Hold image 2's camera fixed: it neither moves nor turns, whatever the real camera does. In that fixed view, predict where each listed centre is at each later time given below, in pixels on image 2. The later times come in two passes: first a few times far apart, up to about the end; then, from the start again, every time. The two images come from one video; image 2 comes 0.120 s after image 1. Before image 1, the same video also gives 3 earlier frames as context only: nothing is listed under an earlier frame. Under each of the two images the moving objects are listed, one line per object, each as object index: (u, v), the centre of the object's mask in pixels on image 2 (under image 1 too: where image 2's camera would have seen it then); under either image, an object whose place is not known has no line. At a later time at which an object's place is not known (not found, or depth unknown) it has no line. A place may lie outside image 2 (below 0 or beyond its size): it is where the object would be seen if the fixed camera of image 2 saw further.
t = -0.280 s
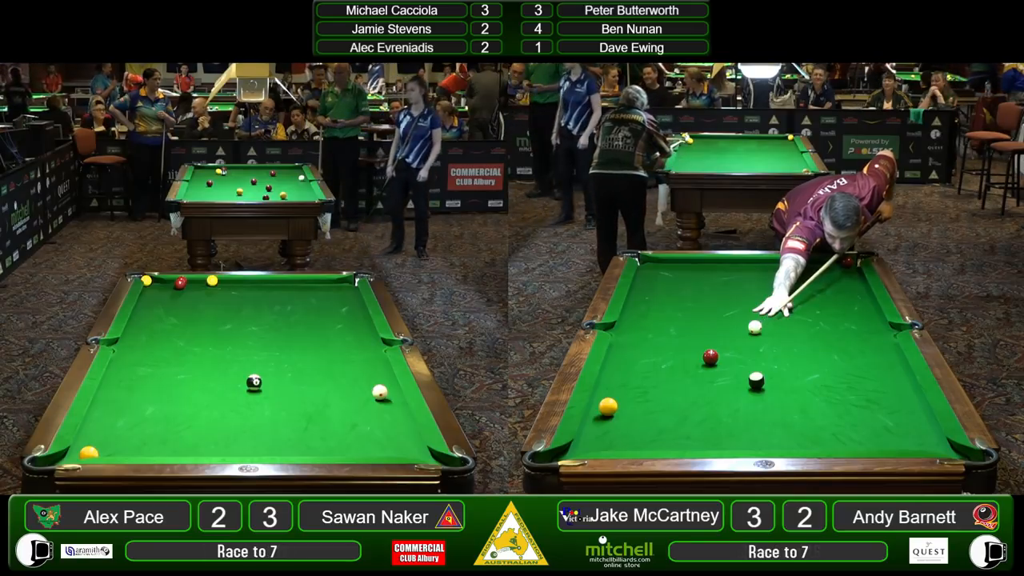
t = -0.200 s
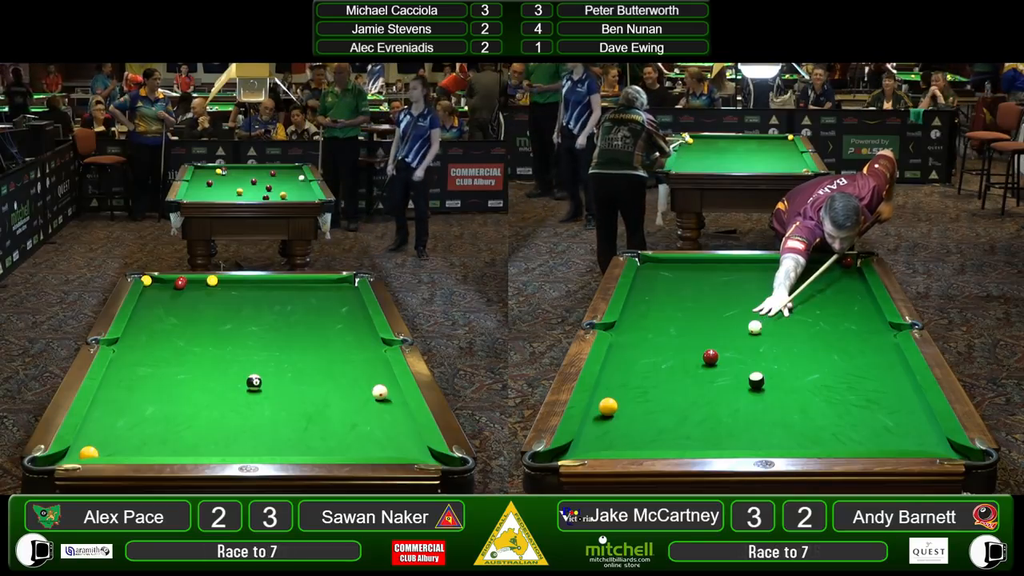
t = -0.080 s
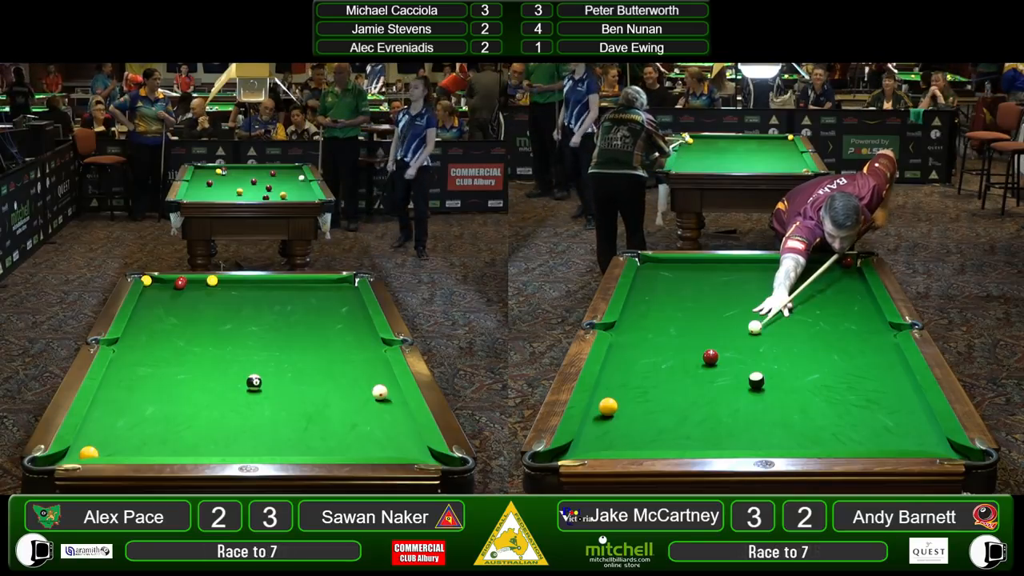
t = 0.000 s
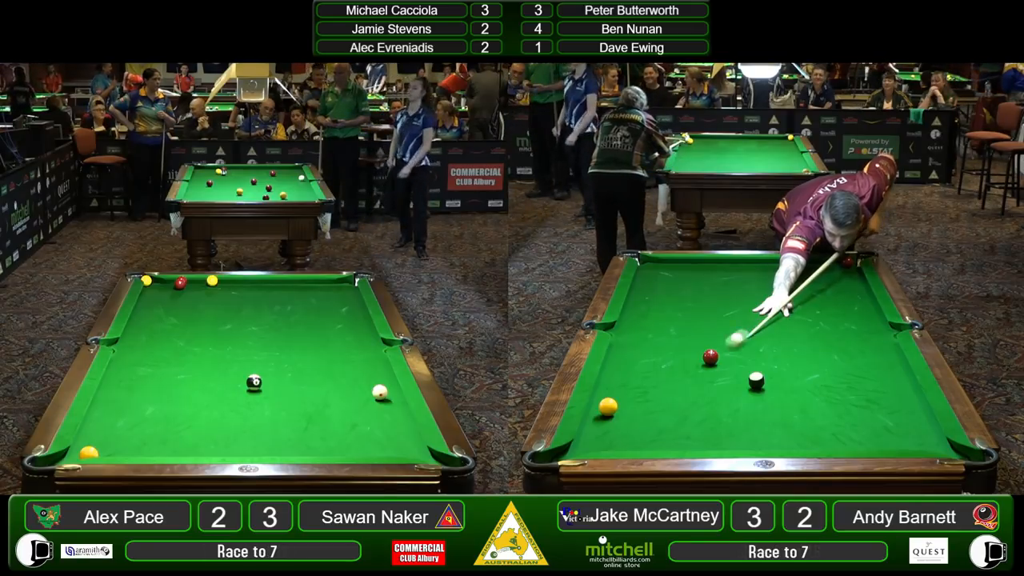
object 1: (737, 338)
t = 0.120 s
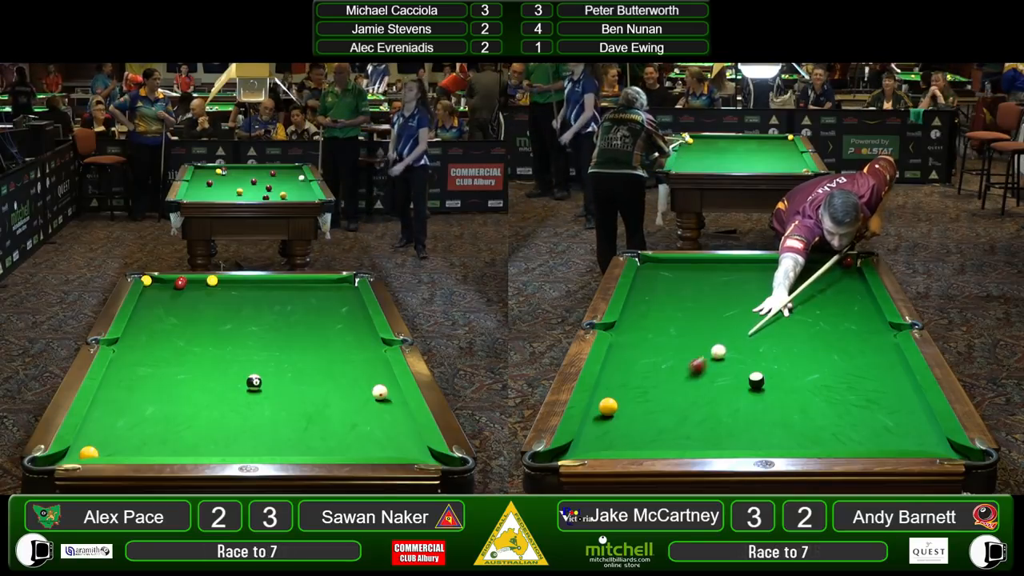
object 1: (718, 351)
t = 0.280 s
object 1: (724, 346)
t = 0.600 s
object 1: (735, 337)
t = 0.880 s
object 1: (743, 329)
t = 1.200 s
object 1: (751, 323)
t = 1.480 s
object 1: (756, 318)
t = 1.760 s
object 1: (761, 313)
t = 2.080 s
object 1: (766, 309)
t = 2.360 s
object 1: (769, 306)
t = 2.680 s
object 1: (772, 304)
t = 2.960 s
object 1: (774, 302)
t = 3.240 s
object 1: (774, 302)
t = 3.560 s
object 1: (773, 301)
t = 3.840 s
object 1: (774, 301)
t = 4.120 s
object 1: (774, 301)
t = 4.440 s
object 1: (774, 301)
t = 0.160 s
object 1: (720, 350)
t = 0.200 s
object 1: (721, 349)
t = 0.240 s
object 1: (723, 348)
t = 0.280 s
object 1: (724, 346)
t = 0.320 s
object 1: (726, 345)
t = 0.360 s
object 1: (727, 344)
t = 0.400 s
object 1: (729, 342)
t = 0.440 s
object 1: (730, 341)
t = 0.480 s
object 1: (731, 340)
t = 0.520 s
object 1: (733, 339)
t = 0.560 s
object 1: (734, 338)
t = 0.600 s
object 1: (735, 337)
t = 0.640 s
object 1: (736, 335)
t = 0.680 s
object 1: (737, 334)
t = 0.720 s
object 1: (738, 333)
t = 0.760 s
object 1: (740, 332)
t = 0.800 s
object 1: (741, 331)
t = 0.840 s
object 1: (742, 330)
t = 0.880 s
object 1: (743, 329)
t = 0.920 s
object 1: (744, 329)
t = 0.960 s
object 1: (745, 328)
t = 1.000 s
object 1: (746, 327)
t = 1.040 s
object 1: (747, 326)
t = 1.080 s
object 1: (748, 325)
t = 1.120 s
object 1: (749, 324)
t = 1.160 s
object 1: (750, 324)
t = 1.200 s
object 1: (751, 323)
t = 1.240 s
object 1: (752, 322)
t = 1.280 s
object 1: (753, 321)
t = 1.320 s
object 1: (753, 320)
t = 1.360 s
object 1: (754, 320)
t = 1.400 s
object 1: (755, 319)
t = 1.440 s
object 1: (756, 318)
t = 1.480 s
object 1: (756, 318)
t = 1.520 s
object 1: (757, 317)
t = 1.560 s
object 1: (758, 316)
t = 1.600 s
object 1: (759, 316)
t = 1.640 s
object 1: (760, 315)
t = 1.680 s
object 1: (760, 314)
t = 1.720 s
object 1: (761, 314)
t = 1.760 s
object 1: (761, 313)
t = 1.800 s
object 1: (762, 313)
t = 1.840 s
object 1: (763, 312)
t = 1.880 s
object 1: (763, 311)
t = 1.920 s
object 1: (764, 311)
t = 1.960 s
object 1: (764, 310)
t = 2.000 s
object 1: (765, 310)
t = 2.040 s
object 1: (765, 310)
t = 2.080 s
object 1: (766, 309)
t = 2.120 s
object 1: (767, 309)
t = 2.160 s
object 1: (767, 308)
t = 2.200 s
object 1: (767, 308)
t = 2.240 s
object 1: (768, 307)
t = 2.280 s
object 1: (768, 307)
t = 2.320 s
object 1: (769, 307)
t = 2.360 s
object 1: (769, 306)
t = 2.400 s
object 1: (770, 306)
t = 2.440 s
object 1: (770, 306)
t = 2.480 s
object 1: (770, 305)
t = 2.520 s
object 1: (771, 305)
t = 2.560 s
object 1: (771, 305)
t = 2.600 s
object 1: (771, 304)
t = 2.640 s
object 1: (772, 304)
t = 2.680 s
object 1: (772, 304)
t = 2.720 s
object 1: (772, 304)
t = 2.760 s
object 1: (773, 303)
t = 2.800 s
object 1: (773, 303)
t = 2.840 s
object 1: (773, 303)
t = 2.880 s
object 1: (773, 303)
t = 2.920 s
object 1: (773, 302)
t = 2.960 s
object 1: (774, 302)
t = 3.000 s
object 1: (774, 302)
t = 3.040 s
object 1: (774, 302)
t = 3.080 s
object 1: (774, 302)
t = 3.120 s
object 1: (774, 302)
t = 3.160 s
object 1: (774, 302)
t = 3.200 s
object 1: (774, 302)
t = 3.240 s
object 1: (774, 302)
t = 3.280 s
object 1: (774, 301)
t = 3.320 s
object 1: (774, 301)
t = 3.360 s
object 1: (774, 301)
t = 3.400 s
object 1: (774, 301)
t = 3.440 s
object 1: (774, 301)
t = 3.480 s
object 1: (774, 301)
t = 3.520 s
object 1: (774, 301)
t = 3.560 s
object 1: (773, 301)
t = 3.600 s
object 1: (774, 301)
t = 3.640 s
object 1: (774, 301)
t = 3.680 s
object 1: (773, 301)
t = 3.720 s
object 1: (773, 301)
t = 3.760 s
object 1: (774, 301)
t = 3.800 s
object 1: (774, 301)
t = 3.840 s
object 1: (774, 301)
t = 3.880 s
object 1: (774, 301)
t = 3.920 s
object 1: (774, 301)
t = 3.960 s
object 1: (774, 301)
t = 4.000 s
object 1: (774, 301)
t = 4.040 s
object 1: (774, 301)
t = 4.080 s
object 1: (774, 301)
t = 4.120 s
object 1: (774, 301)
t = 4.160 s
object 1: (774, 301)
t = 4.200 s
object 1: (774, 301)
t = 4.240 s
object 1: (774, 301)
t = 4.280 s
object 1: (774, 301)
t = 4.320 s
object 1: (774, 301)
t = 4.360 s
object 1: (774, 301)
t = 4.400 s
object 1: (774, 301)
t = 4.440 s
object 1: (774, 301)
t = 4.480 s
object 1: (774, 301)
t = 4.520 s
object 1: (774, 301)
